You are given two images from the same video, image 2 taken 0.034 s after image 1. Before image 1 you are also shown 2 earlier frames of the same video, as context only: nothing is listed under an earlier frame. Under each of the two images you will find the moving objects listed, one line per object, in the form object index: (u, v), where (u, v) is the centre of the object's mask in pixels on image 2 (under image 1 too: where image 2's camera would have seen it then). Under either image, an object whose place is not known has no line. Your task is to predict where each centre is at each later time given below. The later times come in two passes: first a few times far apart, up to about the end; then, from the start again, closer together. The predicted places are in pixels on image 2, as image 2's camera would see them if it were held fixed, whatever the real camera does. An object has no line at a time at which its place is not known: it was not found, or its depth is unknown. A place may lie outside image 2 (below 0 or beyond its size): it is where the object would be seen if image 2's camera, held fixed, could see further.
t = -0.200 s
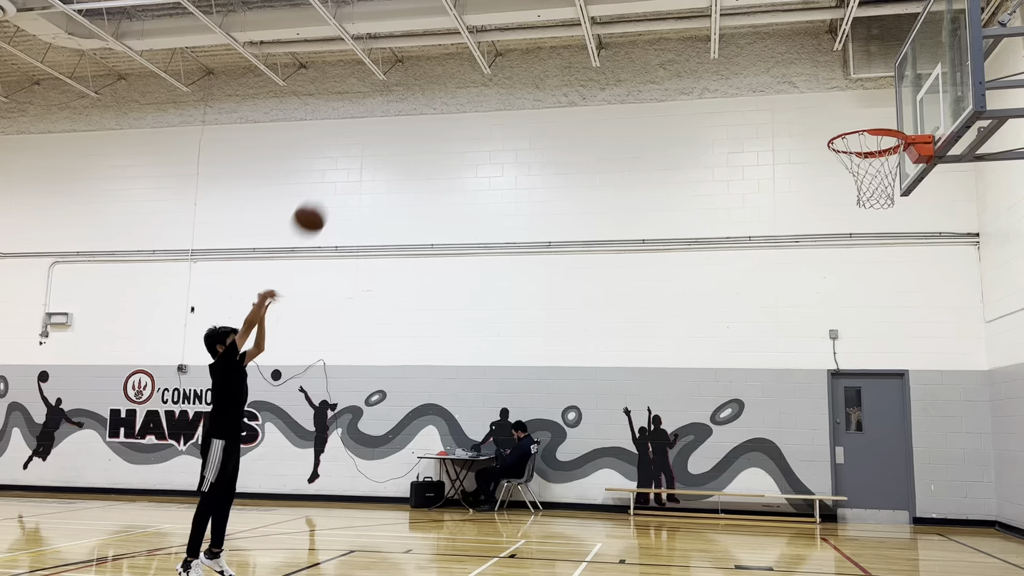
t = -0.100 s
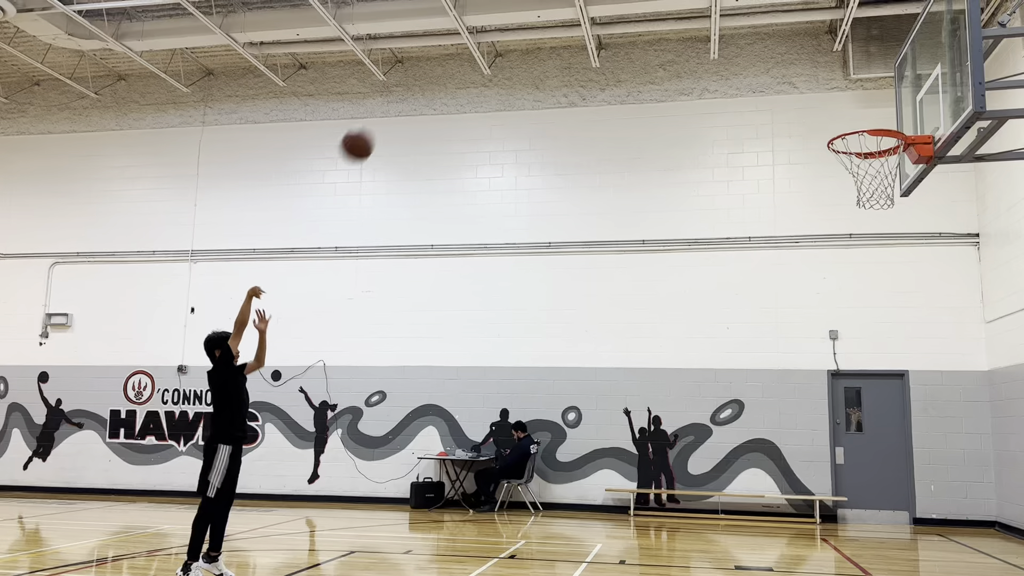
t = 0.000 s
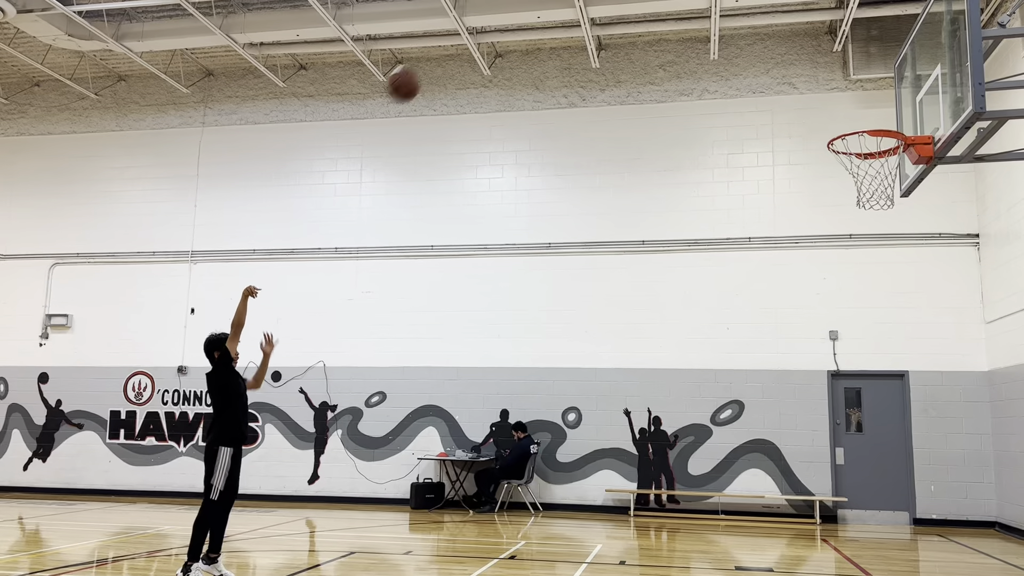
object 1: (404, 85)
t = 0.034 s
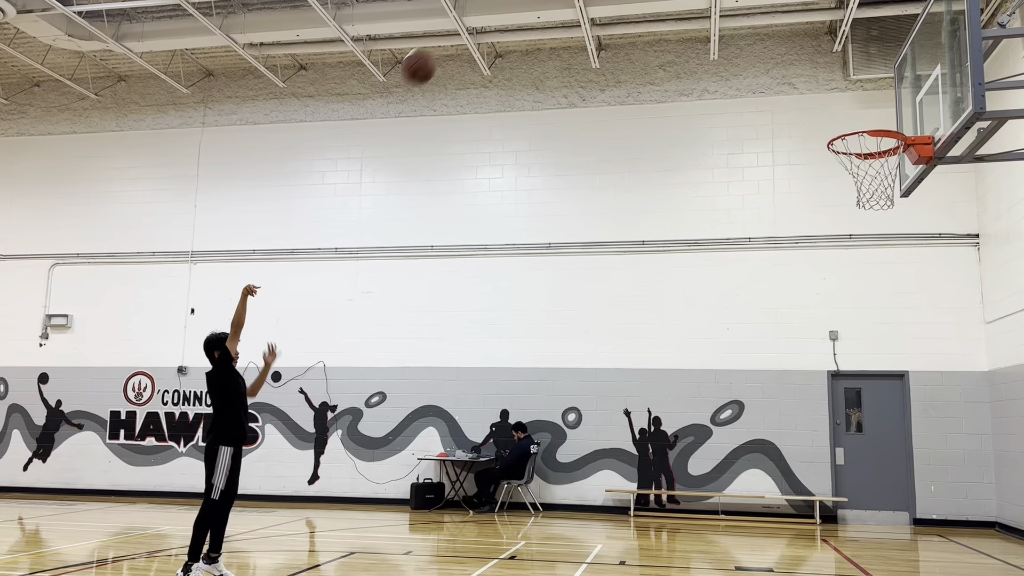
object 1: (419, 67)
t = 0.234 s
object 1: (510, 2)
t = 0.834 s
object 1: (795, 61)
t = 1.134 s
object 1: (890, 188)
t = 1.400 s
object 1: (869, 274)
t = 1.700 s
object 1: (848, 497)
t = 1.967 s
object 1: (822, 457)
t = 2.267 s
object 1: (792, 341)
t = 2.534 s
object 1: (770, 345)
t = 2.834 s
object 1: (750, 465)
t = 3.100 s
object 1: (732, 511)
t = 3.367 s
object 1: (711, 419)
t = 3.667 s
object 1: (688, 431)
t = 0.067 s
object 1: (434, 51)
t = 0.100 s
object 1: (449, 36)
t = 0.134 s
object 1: (465, 22)
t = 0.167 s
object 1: (480, 12)
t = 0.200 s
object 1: (496, 6)
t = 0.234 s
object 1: (510, 2)
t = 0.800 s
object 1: (778, 45)
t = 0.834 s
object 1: (795, 61)
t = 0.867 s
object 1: (812, 81)
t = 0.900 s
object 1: (830, 101)
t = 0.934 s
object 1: (848, 122)
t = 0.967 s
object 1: (863, 139)
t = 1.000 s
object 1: (880, 152)
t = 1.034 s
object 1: (894, 165)
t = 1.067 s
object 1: (896, 172)
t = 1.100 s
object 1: (887, 186)
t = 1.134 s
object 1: (890, 188)
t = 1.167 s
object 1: (887, 192)
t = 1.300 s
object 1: (877, 228)
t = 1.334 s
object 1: (875, 242)
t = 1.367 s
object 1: (872, 257)
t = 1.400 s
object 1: (869, 274)
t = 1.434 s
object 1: (866, 293)
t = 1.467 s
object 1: (864, 312)
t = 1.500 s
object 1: (861, 334)
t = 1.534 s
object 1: (859, 357)
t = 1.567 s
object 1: (857, 384)
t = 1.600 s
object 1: (854, 409)
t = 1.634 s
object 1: (852, 437)
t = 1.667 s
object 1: (851, 468)
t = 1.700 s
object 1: (848, 497)
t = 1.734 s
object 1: (849, 528)
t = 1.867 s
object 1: (836, 527)
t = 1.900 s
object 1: (830, 504)
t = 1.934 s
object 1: (826, 479)
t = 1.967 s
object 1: (822, 457)
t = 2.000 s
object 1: (818, 437)
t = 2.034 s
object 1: (814, 419)
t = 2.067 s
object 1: (811, 403)
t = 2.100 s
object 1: (808, 388)
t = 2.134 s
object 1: (804, 376)
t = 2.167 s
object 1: (802, 364)
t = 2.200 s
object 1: (799, 355)
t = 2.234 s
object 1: (796, 347)
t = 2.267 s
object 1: (792, 341)
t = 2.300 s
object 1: (789, 336)
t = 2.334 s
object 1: (786, 333)
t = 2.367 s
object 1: (784, 331)
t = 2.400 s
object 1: (780, 331)
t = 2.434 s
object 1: (778, 332)
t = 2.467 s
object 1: (775, 335)
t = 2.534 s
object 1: (770, 345)
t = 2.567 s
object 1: (768, 353)
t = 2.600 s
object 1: (766, 362)
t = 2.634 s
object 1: (763, 372)
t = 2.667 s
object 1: (761, 384)
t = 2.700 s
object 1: (759, 397)
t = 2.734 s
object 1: (757, 412)
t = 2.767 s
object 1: (755, 429)
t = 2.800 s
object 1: (752, 447)
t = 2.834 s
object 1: (750, 465)
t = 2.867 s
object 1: (749, 487)
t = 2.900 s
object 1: (747, 510)
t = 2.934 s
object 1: (745, 535)
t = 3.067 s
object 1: (735, 530)
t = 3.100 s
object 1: (732, 511)
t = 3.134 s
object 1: (729, 494)
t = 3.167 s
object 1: (726, 478)
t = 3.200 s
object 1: (723, 465)
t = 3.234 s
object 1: (720, 452)
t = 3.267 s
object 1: (718, 442)
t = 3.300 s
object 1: (715, 433)
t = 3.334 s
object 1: (712, 425)
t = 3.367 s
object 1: (711, 419)
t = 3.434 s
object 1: (707, 413)
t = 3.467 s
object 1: (704, 411)
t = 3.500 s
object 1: (701, 411)
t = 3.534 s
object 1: (698, 411)
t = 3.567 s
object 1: (695, 414)
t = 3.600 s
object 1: (693, 418)
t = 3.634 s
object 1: (691, 425)
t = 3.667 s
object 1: (688, 431)
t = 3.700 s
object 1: (686, 440)
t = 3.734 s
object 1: (684, 449)
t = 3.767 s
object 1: (681, 461)
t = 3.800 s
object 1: (680, 474)
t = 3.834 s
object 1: (678, 490)
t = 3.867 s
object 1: (677, 506)
